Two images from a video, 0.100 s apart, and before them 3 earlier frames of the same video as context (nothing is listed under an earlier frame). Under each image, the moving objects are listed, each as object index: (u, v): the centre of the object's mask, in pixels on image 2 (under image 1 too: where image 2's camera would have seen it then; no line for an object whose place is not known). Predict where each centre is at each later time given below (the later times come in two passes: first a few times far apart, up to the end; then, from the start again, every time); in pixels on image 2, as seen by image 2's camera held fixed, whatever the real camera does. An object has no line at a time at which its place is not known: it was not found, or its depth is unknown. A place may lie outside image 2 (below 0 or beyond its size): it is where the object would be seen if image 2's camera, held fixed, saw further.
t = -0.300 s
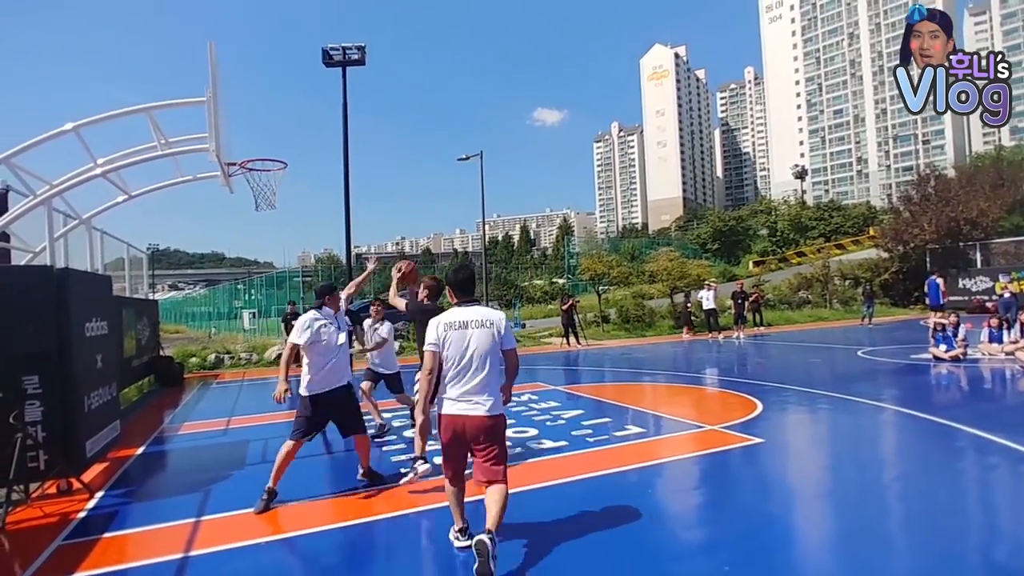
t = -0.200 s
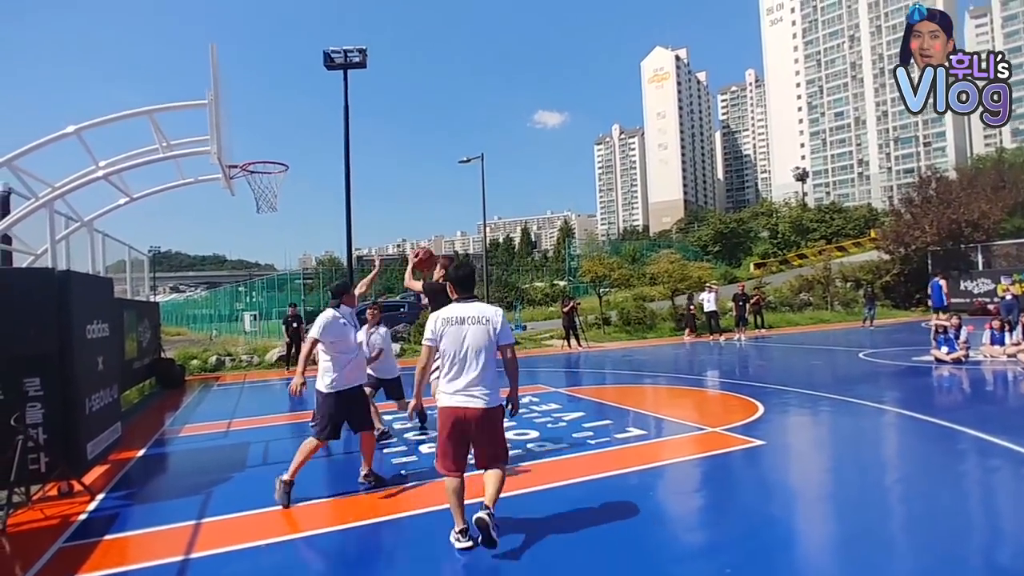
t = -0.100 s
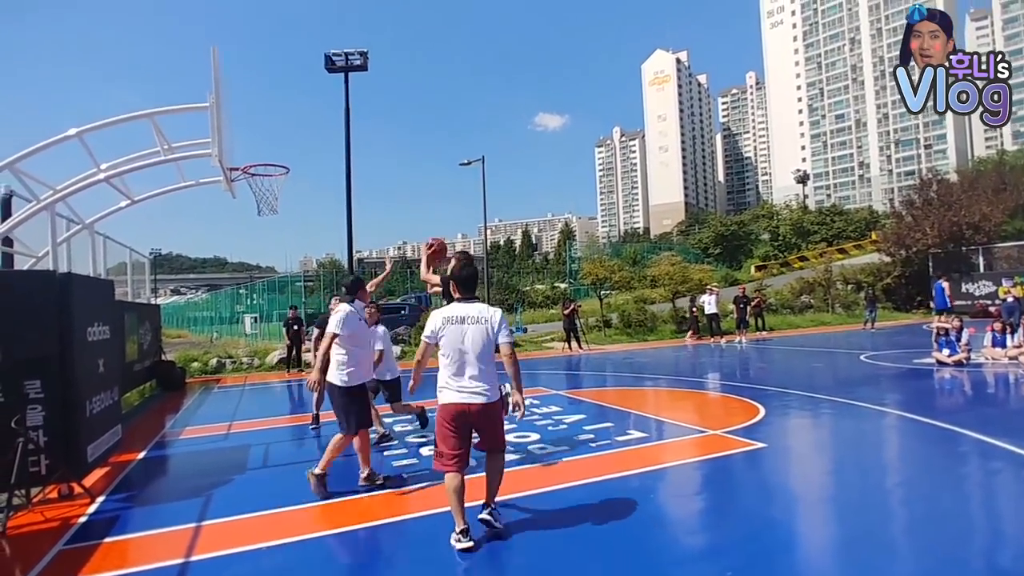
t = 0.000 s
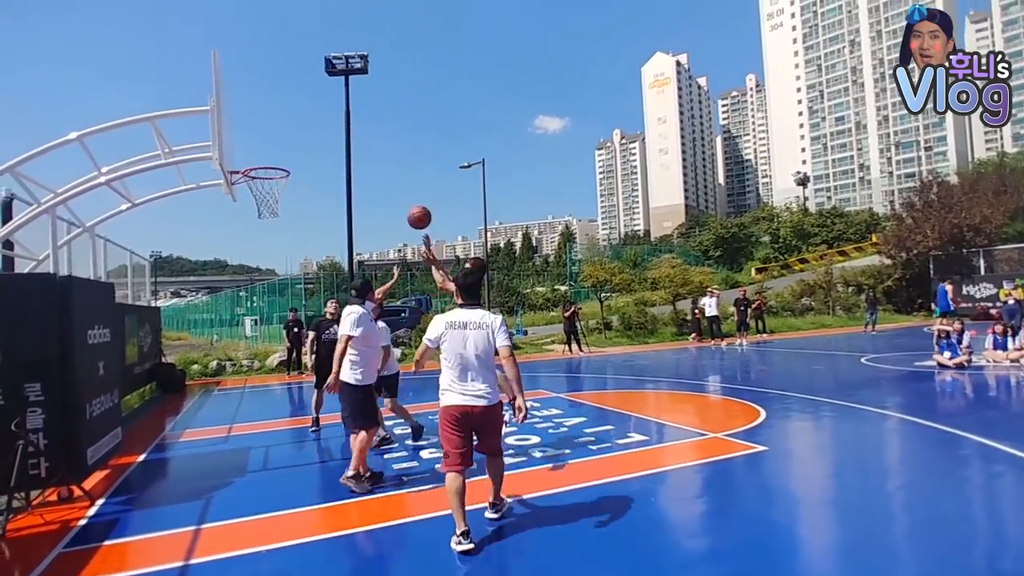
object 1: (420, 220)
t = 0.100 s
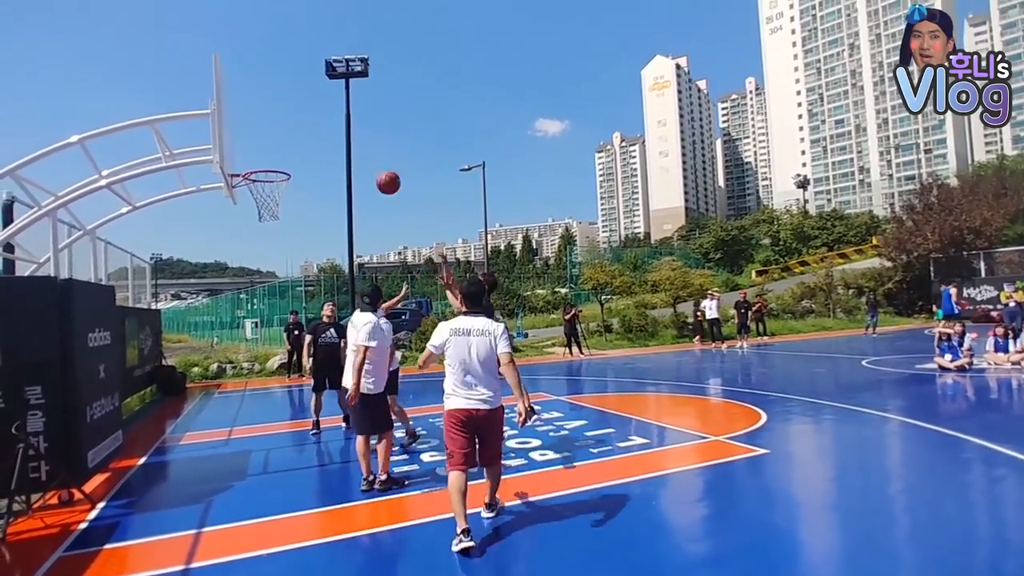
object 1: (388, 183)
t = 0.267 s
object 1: (337, 140)
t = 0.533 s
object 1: (262, 126)
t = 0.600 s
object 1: (244, 133)
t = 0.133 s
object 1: (378, 172)
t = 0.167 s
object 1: (368, 163)
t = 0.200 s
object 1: (358, 154)
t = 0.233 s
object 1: (347, 146)
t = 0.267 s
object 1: (337, 140)
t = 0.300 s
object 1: (328, 135)
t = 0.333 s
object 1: (318, 131)
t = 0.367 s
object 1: (308, 127)
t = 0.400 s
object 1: (298, 125)
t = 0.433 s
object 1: (289, 123)
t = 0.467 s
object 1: (280, 124)
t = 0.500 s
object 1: (271, 124)
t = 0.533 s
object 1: (262, 126)
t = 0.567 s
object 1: (253, 129)
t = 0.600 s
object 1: (244, 133)
